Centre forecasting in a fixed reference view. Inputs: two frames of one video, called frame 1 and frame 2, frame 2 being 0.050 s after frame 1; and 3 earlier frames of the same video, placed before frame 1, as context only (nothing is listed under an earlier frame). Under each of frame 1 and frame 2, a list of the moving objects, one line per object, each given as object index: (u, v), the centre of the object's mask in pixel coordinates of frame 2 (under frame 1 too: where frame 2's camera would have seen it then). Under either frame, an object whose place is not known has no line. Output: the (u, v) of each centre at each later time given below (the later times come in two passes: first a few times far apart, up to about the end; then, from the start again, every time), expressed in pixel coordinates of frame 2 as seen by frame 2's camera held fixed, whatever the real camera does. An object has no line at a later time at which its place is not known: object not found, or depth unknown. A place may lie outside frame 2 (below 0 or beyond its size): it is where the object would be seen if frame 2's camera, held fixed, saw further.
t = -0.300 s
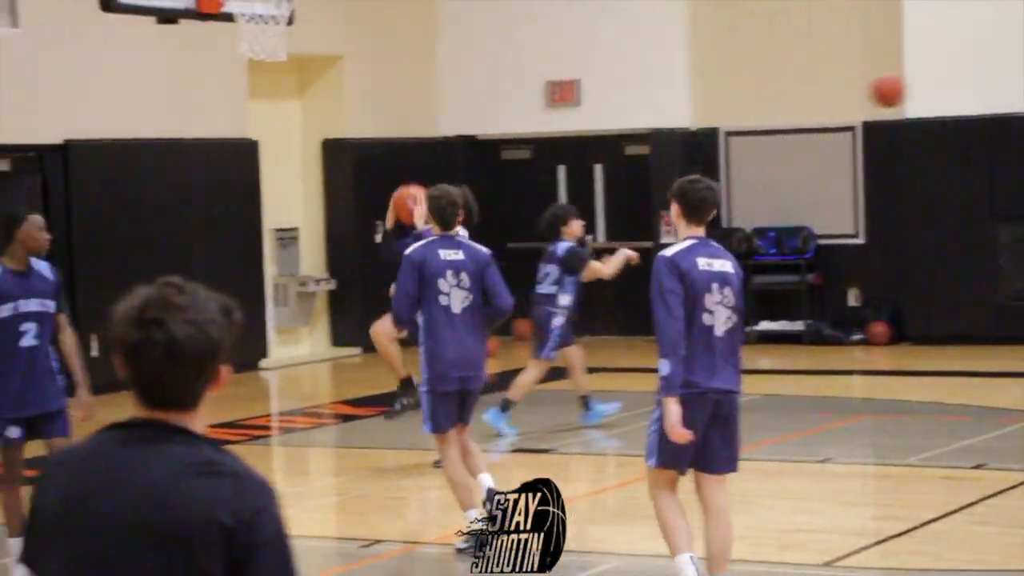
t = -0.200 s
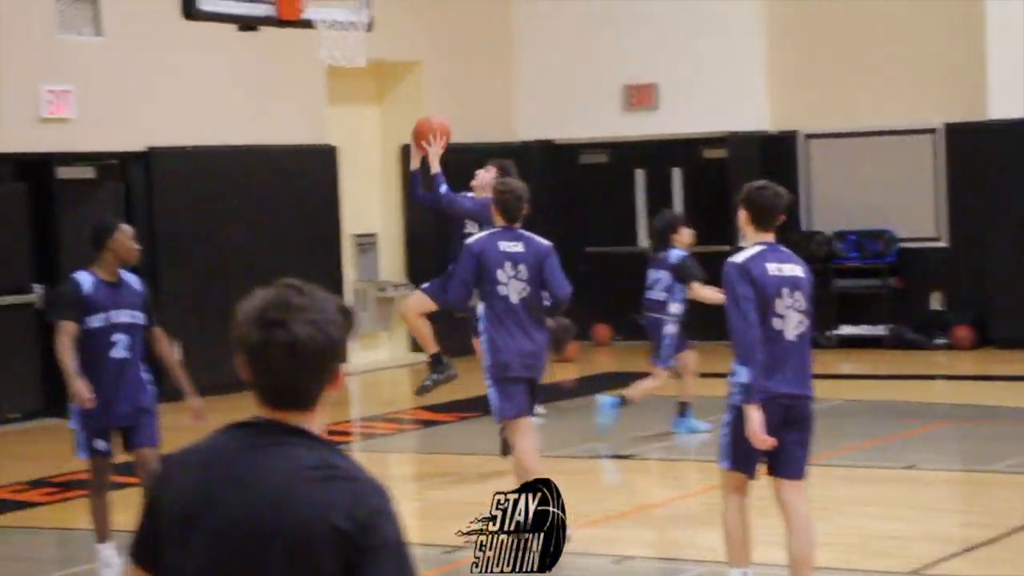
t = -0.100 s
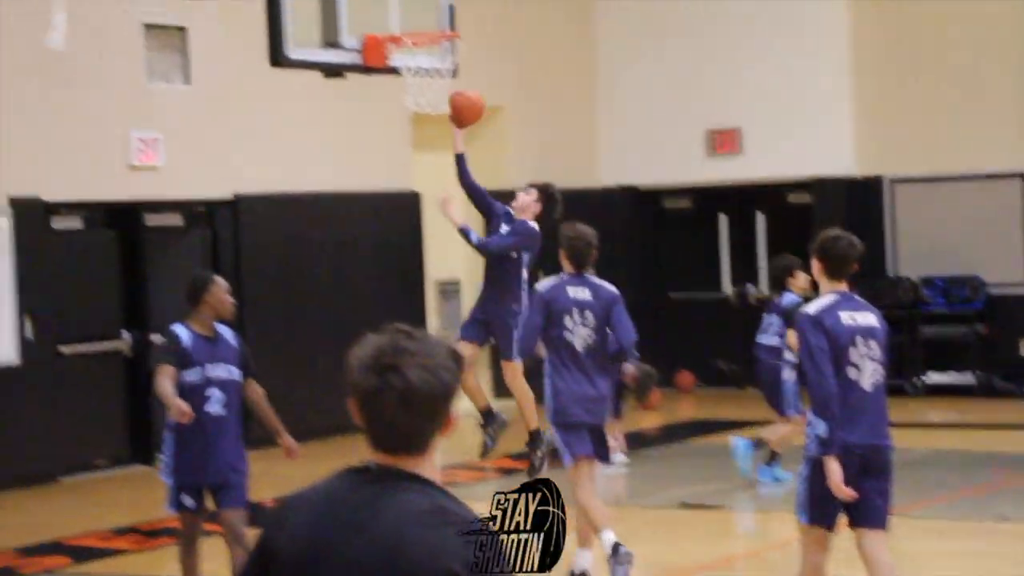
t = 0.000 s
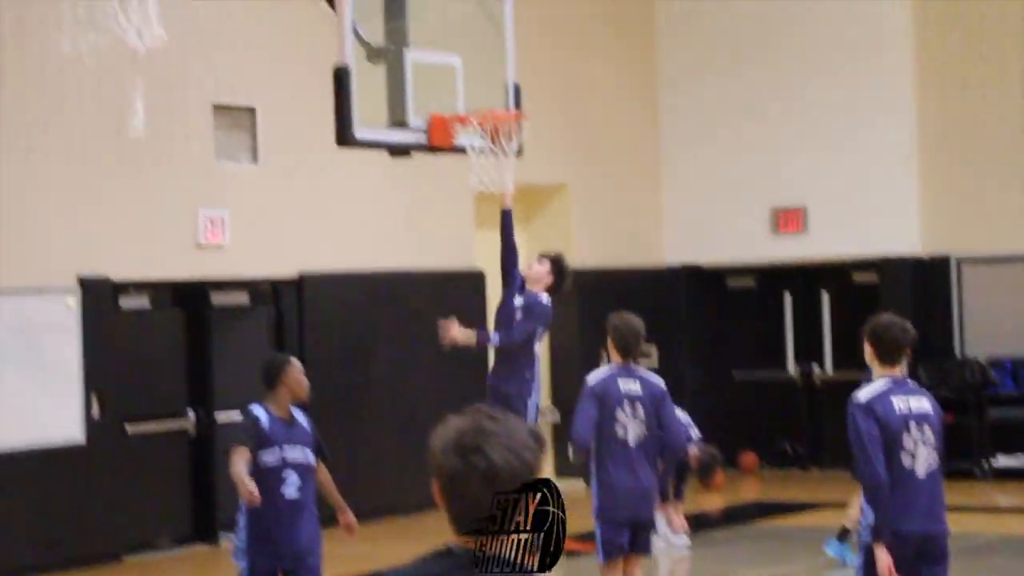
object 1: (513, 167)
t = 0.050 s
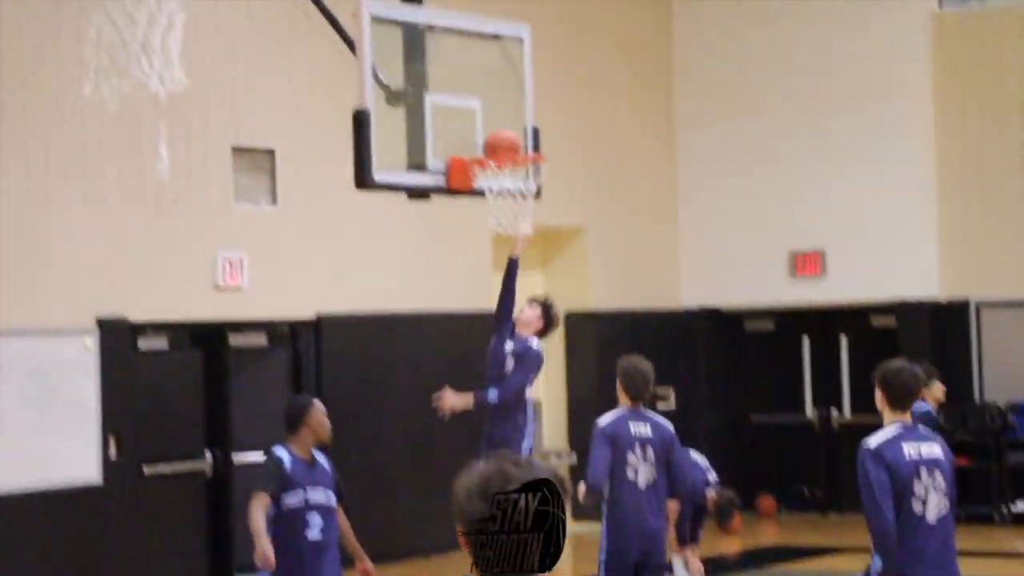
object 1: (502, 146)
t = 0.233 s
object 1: (494, 105)
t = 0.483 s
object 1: (505, 133)
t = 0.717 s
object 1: (510, 181)
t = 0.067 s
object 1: (497, 141)
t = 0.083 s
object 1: (493, 135)
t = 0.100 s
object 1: (489, 129)
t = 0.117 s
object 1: (490, 125)
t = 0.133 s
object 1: (490, 121)
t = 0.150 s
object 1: (491, 118)
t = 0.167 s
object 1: (492, 115)
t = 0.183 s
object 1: (492, 111)
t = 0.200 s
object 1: (493, 109)
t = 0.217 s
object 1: (493, 107)
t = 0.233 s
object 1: (494, 105)
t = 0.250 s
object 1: (495, 104)
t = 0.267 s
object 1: (496, 103)
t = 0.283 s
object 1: (497, 103)
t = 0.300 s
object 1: (497, 103)
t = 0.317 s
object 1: (498, 104)
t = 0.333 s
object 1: (498, 105)
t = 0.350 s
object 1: (499, 106)
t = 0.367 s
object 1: (500, 108)
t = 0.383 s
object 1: (500, 110)
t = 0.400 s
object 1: (501, 112)
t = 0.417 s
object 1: (502, 116)
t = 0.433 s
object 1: (503, 119)
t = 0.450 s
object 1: (504, 123)
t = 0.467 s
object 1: (504, 128)
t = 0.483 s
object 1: (505, 133)
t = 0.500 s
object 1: (506, 139)
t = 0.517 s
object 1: (507, 142)
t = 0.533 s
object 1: (507, 145)
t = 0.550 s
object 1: (508, 146)
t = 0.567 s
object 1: (508, 147)
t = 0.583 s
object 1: (509, 155)
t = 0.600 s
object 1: (509, 158)
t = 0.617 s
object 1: (509, 161)
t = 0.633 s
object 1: (510, 166)
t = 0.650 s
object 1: (511, 172)
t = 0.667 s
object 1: (510, 175)
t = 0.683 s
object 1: (510, 177)
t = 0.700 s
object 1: (510, 178)
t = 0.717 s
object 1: (510, 181)
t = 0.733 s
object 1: (510, 188)
